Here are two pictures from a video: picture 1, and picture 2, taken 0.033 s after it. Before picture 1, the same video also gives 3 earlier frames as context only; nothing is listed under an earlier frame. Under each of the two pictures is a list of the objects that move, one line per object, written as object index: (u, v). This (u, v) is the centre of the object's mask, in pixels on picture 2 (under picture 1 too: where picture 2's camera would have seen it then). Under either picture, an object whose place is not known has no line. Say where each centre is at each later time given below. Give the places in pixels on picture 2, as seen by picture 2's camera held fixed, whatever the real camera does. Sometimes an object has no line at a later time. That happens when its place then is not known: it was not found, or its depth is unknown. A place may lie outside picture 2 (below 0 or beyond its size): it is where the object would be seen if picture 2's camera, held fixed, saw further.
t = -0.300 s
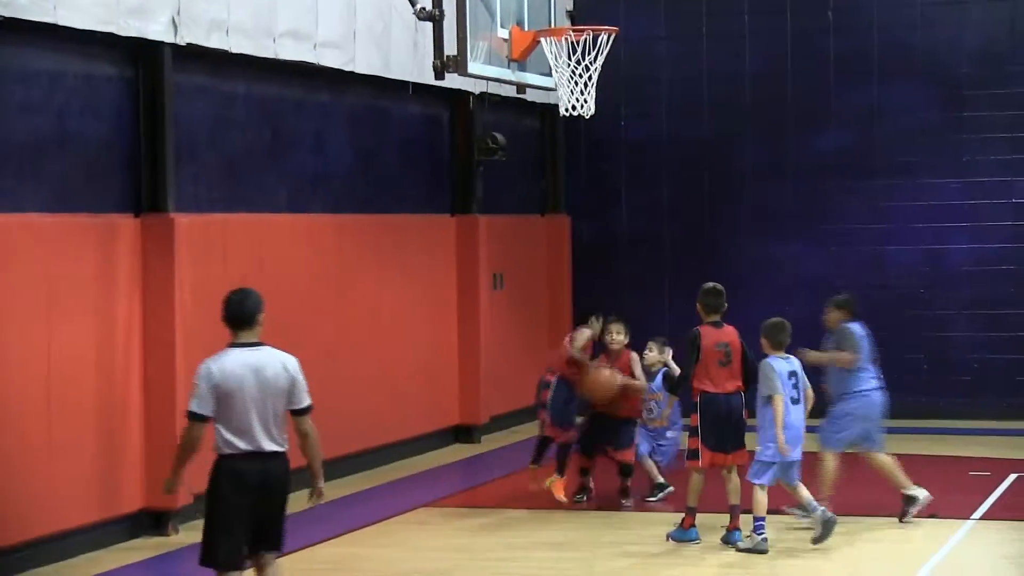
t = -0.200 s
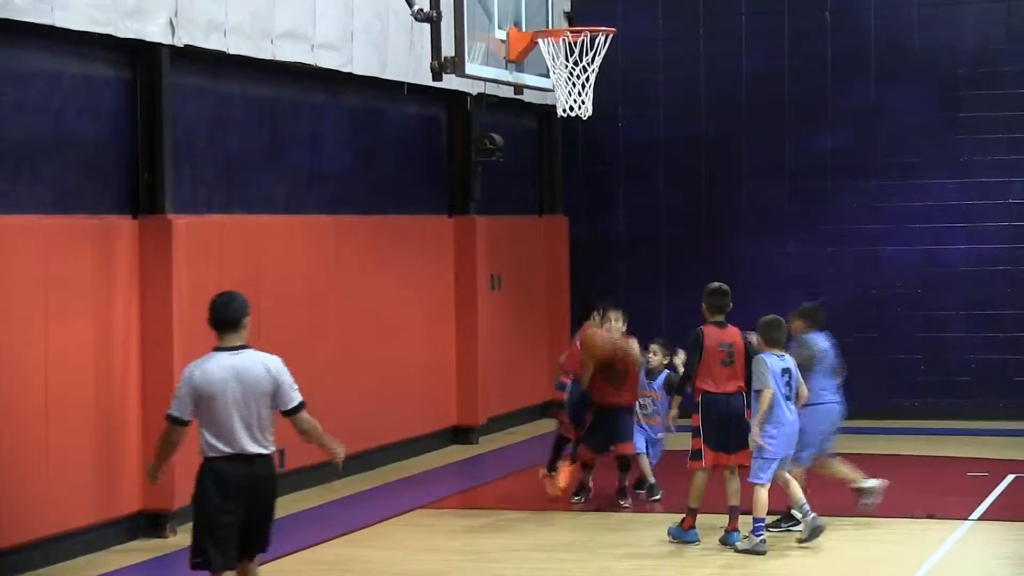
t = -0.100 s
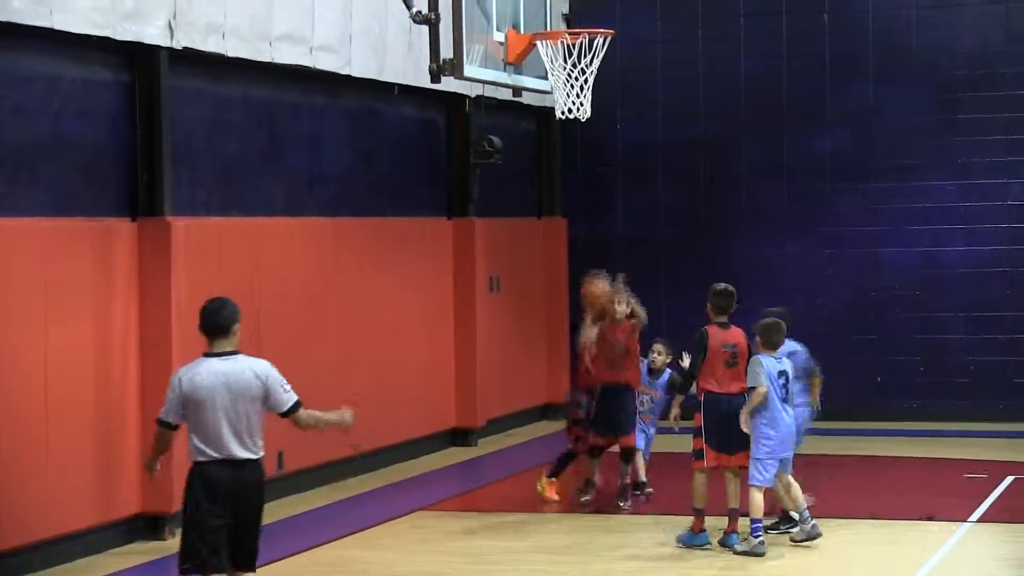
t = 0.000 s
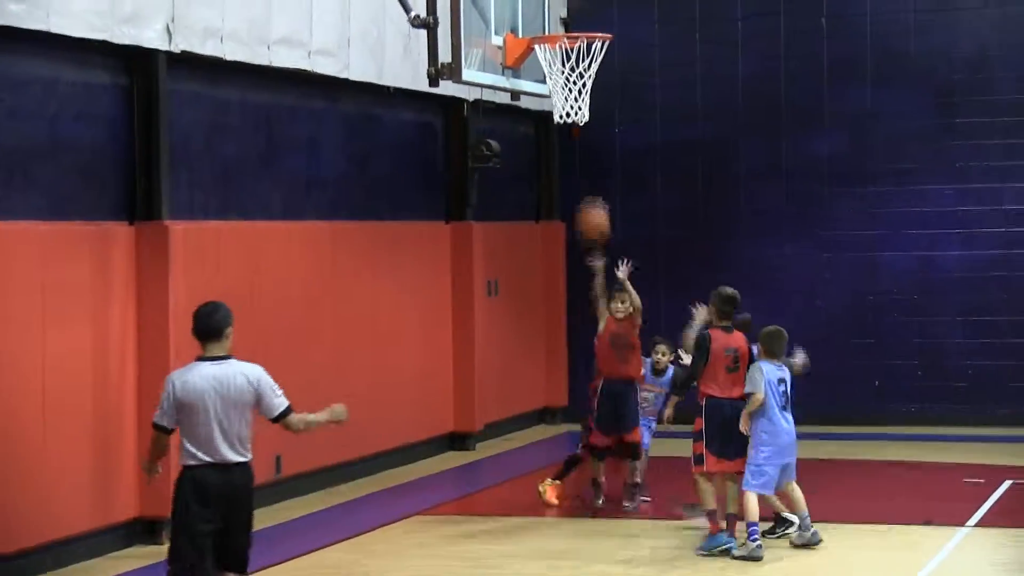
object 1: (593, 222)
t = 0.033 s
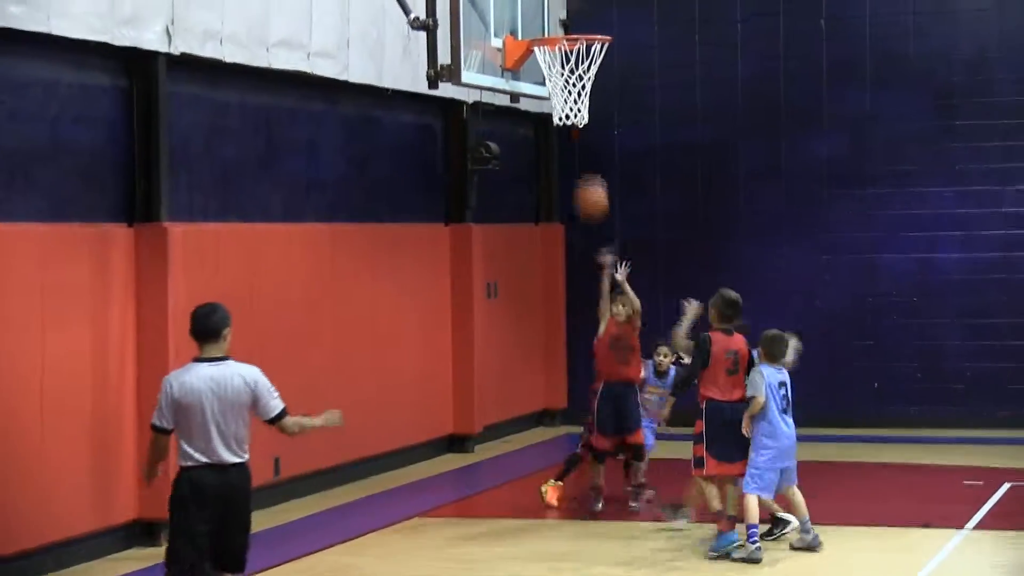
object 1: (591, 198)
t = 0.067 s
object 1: (590, 175)
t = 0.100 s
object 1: (589, 154)
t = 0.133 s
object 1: (591, 136)
